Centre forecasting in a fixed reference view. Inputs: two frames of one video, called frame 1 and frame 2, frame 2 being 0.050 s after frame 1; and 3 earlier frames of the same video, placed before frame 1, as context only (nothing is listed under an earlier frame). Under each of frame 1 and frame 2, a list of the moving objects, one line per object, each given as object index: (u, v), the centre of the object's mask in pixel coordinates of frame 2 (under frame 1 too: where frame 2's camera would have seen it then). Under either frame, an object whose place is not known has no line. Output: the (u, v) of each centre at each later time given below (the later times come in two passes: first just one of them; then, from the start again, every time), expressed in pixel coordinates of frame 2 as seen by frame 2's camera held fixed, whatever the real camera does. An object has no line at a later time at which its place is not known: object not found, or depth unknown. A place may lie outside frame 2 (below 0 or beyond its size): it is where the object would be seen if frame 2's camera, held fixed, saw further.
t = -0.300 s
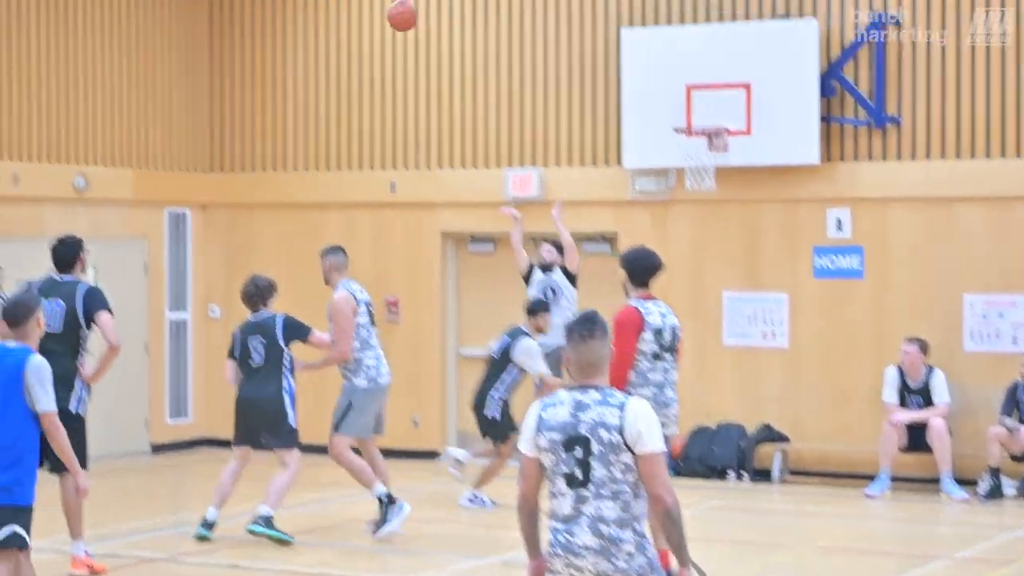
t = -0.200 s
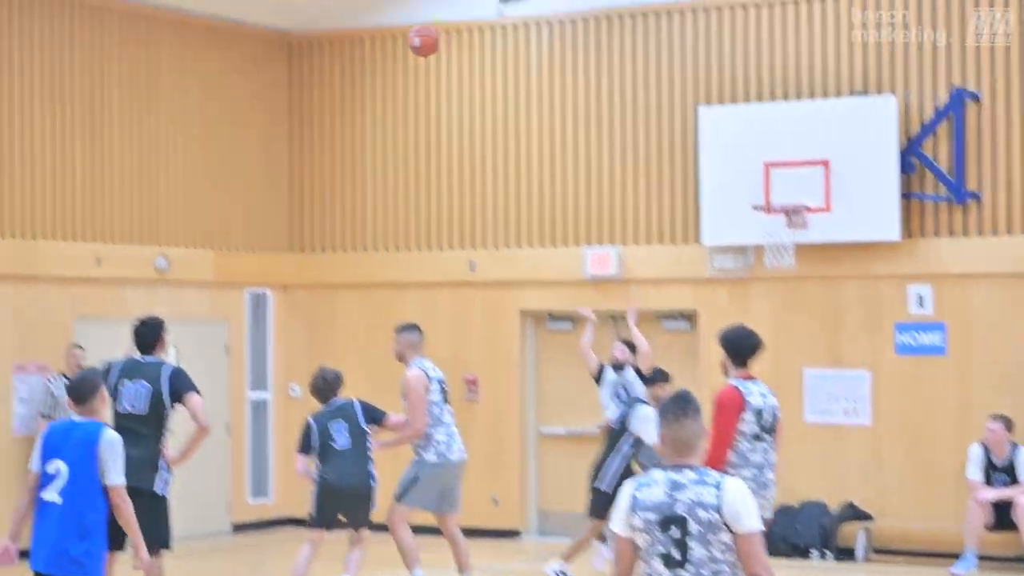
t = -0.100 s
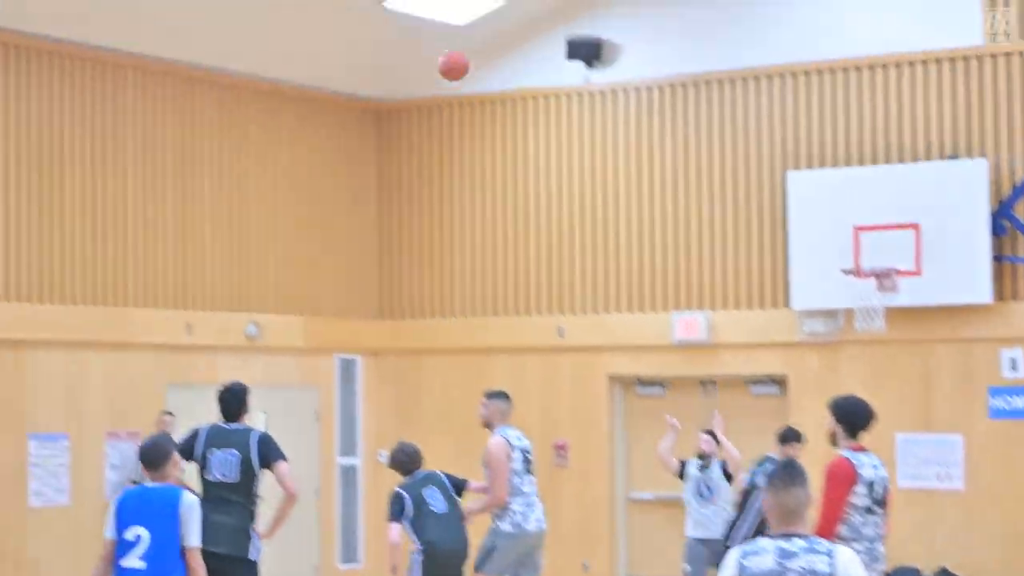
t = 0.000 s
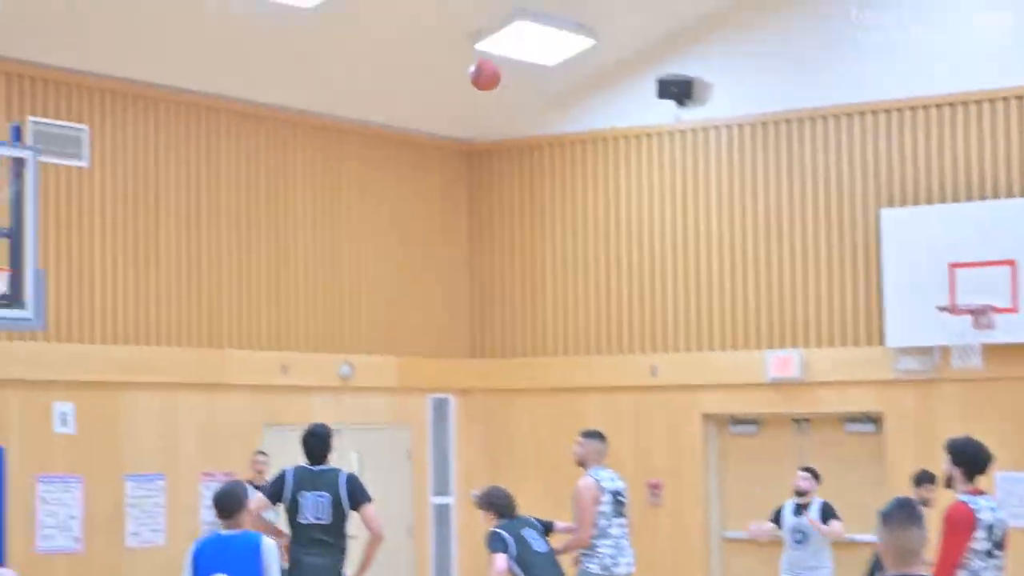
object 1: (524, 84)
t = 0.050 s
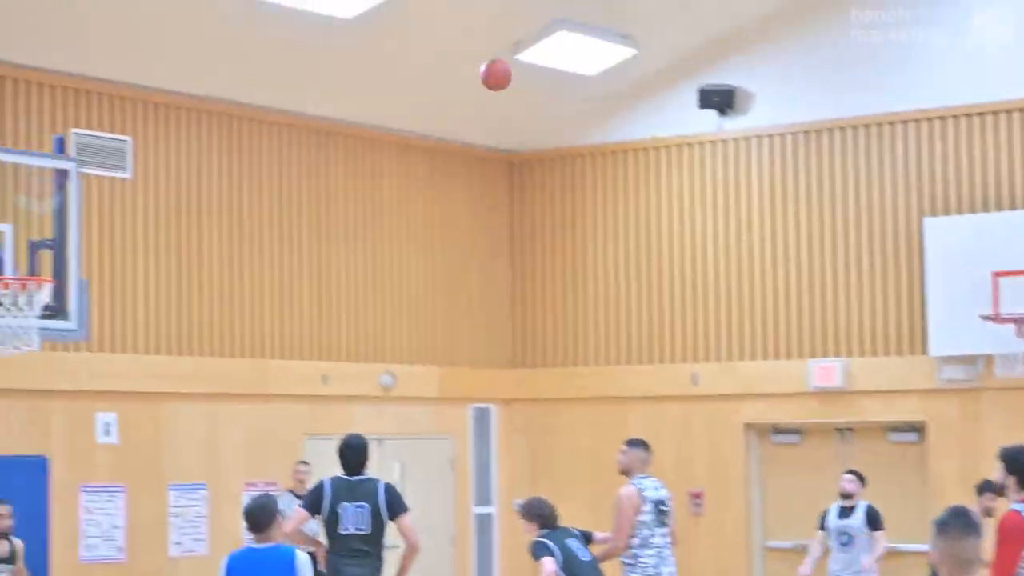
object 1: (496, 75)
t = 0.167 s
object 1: (426, 63)
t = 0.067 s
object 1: (486, 72)
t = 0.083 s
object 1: (476, 70)
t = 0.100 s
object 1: (466, 68)
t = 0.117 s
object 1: (456, 66)
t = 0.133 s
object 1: (446, 65)
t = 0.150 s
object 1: (436, 64)
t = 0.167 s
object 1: (426, 63)
